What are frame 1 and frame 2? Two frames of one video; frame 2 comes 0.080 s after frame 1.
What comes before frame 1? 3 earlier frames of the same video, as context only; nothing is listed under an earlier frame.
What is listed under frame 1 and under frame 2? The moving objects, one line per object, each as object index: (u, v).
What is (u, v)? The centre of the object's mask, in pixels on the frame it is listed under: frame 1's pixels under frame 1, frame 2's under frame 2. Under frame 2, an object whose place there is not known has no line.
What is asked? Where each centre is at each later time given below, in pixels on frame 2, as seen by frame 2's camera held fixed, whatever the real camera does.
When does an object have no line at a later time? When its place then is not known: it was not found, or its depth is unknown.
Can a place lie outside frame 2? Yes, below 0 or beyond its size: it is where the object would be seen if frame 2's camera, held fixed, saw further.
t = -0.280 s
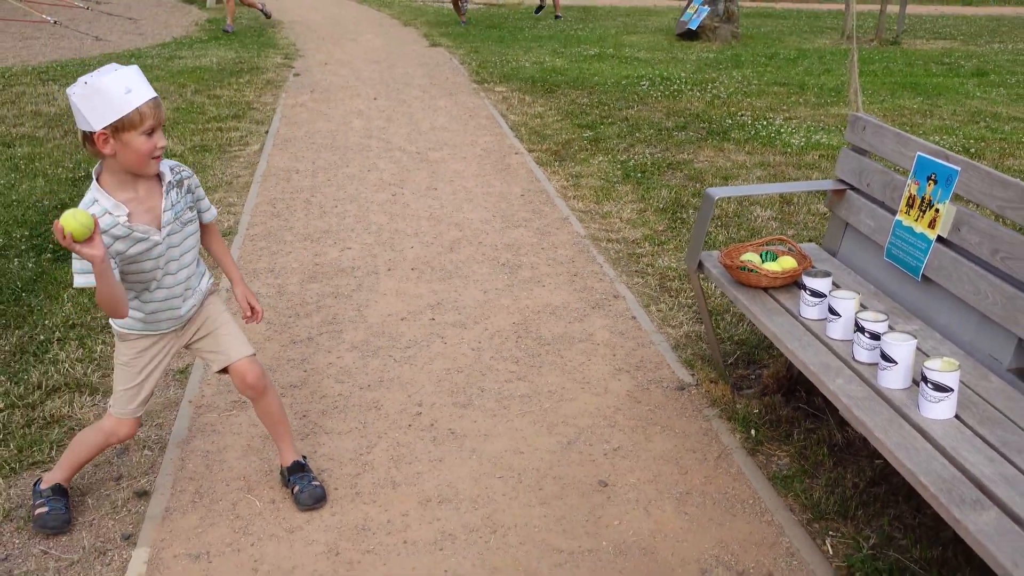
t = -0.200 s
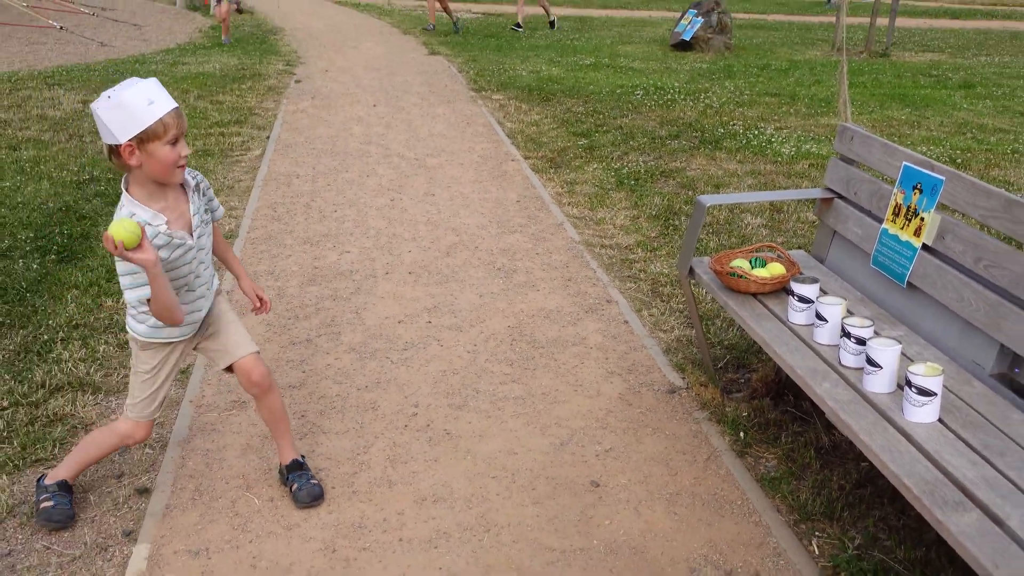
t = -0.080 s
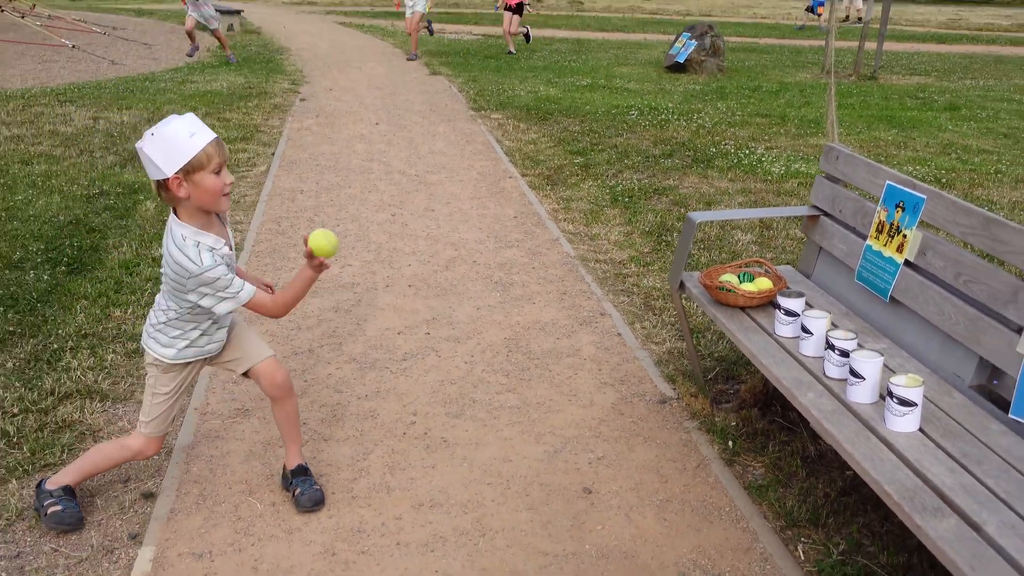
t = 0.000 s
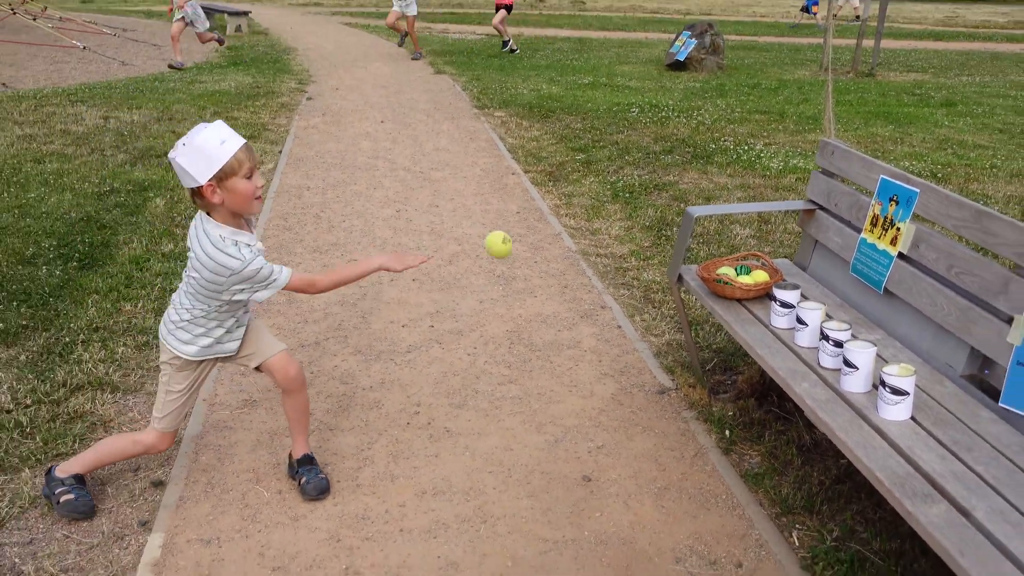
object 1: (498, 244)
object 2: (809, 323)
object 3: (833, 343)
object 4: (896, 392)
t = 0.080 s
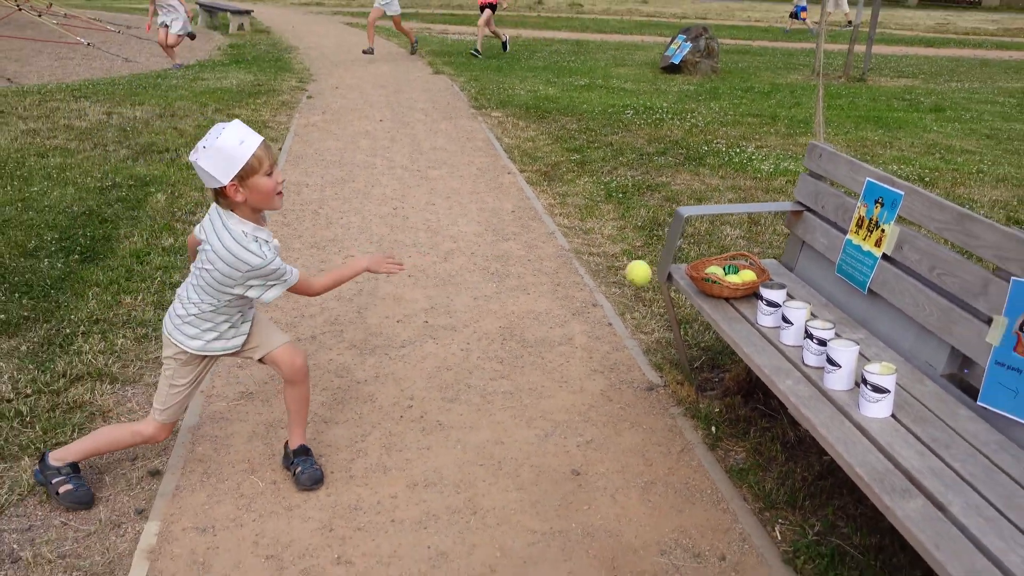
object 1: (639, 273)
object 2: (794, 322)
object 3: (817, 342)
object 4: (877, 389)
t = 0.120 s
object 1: (703, 296)
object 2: (794, 322)
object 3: (817, 342)
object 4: (878, 390)
